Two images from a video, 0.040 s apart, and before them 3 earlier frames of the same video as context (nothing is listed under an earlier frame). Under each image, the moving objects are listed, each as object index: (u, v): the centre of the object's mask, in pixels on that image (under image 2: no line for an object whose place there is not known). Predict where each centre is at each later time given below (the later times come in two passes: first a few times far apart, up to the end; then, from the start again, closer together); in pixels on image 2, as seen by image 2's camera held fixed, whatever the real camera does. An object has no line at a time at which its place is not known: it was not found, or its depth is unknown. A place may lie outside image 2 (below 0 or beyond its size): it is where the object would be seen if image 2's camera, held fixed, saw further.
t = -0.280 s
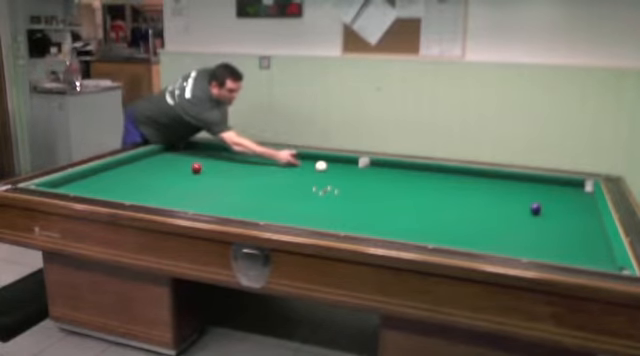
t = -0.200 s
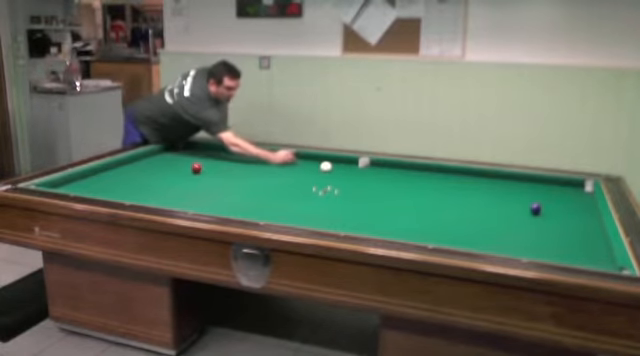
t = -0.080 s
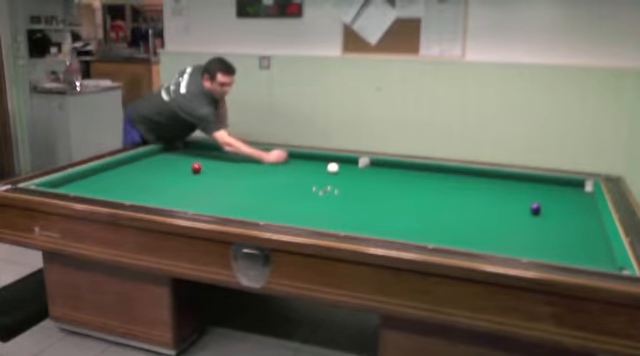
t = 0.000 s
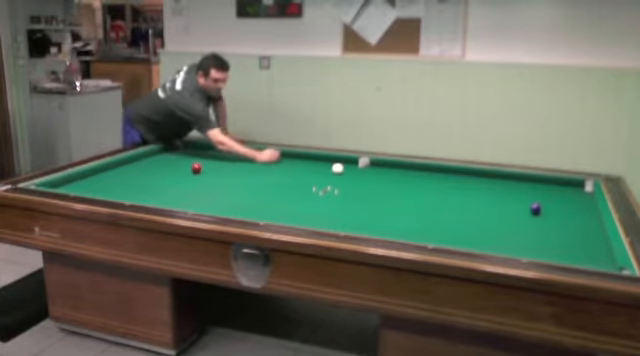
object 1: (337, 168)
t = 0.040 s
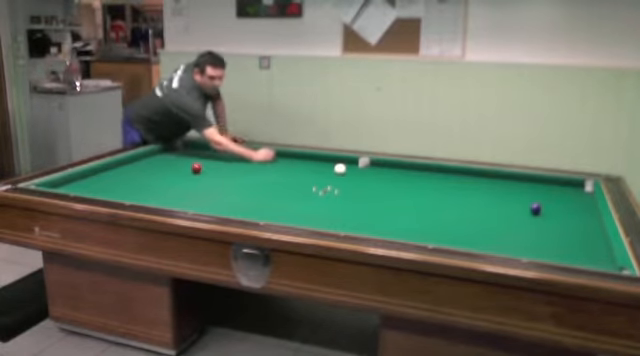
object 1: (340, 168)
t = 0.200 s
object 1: (349, 170)
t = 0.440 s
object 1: (363, 172)
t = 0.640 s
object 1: (375, 174)
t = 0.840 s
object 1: (386, 176)
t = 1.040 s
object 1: (398, 178)
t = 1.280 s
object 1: (412, 180)
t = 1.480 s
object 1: (423, 182)
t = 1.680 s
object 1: (435, 183)
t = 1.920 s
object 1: (448, 186)
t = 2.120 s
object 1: (459, 187)
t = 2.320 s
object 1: (469, 189)
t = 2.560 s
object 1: (482, 191)
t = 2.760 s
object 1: (492, 193)
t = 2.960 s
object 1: (503, 195)
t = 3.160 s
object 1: (513, 197)
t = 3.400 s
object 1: (524, 199)
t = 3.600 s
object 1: (533, 200)
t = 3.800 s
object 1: (543, 201)
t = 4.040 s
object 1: (554, 204)
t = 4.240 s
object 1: (563, 205)
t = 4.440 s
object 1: (571, 207)
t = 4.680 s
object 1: (582, 208)
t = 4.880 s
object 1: (589, 210)
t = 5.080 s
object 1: (590, 210)
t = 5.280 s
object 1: (587, 210)
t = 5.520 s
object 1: (583, 210)
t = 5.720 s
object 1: (580, 210)
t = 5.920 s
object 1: (577, 209)
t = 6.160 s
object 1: (574, 209)
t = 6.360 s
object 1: (572, 209)
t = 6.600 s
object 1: (570, 209)
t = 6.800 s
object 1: (569, 209)
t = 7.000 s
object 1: (568, 209)
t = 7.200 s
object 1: (567, 209)
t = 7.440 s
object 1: (567, 209)
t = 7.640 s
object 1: (567, 209)
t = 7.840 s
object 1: (567, 209)
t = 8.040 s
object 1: (567, 209)
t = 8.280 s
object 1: (567, 209)
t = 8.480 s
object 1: (567, 209)
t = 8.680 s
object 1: (567, 209)
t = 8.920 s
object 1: (567, 209)
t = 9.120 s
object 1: (567, 209)
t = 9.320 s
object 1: (567, 209)
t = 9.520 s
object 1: (567, 209)
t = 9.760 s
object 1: (567, 209)
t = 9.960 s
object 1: (567, 209)
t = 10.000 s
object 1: (567, 209)
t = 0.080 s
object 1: (342, 169)
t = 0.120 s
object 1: (344, 169)
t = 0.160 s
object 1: (347, 169)
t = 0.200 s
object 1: (349, 170)
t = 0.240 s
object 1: (351, 170)
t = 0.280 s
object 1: (354, 171)
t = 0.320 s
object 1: (356, 171)
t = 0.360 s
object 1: (358, 172)
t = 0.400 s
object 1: (361, 172)
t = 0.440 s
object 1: (363, 172)
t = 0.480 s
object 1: (366, 173)
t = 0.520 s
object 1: (368, 173)
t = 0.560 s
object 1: (370, 173)
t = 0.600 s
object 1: (373, 174)
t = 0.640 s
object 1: (375, 174)
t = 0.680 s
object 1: (377, 174)
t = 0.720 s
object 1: (379, 175)
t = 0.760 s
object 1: (382, 175)
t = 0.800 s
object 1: (384, 176)
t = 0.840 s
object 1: (386, 176)
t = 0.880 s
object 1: (389, 176)
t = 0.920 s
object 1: (391, 176)
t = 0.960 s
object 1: (393, 177)
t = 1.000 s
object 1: (396, 177)
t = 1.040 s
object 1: (398, 178)
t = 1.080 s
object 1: (400, 178)
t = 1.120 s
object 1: (403, 178)
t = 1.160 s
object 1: (405, 179)
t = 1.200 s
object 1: (407, 179)
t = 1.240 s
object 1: (410, 179)
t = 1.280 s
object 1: (412, 180)
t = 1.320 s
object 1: (414, 180)
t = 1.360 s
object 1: (416, 180)
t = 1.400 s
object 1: (419, 181)
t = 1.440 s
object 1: (421, 181)
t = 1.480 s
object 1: (423, 182)
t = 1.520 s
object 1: (425, 182)
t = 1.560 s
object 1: (428, 182)
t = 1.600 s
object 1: (430, 183)
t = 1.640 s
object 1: (432, 183)
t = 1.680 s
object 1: (435, 183)
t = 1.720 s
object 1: (437, 184)
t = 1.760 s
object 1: (439, 184)
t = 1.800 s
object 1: (441, 185)
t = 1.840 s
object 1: (443, 185)
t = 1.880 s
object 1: (446, 185)
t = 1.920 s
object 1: (448, 186)
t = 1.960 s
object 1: (450, 186)
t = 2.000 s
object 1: (452, 186)
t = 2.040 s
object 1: (454, 187)
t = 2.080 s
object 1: (457, 187)
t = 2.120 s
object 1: (459, 187)
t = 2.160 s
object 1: (461, 188)
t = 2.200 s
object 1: (463, 188)
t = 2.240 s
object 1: (465, 188)
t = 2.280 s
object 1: (467, 189)
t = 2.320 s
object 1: (469, 189)
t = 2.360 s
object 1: (471, 190)
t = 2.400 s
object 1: (474, 190)
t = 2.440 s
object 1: (475, 190)
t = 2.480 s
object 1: (477, 191)
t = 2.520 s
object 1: (480, 191)
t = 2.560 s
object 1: (482, 191)
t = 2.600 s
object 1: (484, 192)
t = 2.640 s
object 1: (486, 192)
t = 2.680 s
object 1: (488, 193)
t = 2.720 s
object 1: (490, 193)
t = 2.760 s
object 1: (492, 193)
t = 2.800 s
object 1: (494, 194)
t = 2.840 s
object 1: (496, 194)
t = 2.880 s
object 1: (498, 195)
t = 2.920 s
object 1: (500, 195)
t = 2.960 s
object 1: (503, 195)
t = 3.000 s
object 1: (504, 196)
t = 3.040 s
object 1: (506, 196)
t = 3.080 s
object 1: (509, 196)
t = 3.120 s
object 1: (510, 196)
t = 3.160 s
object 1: (513, 197)
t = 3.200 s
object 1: (514, 197)
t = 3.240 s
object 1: (516, 198)
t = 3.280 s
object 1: (518, 198)
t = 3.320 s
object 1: (520, 198)
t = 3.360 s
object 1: (522, 199)
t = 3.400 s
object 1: (524, 199)
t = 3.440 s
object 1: (526, 199)
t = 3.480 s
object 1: (528, 199)
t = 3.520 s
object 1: (530, 199)
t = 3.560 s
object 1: (532, 200)
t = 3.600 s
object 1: (533, 200)
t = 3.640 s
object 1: (535, 200)
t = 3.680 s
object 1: (538, 200)
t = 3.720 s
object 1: (540, 201)
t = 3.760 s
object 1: (541, 201)
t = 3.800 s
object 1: (543, 201)
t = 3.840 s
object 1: (545, 202)
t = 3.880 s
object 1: (547, 202)
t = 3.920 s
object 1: (549, 203)
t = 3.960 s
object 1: (550, 203)
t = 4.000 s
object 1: (552, 203)
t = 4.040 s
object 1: (554, 204)
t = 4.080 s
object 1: (556, 204)
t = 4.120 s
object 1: (558, 204)
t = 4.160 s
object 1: (559, 205)
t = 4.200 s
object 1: (561, 205)
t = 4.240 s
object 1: (563, 205)
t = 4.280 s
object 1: (564, 206)
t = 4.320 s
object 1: (566, 206)
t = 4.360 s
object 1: (568, 206)
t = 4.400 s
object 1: (570, 206)
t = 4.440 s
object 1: (571, 207)
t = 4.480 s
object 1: (573, 207)
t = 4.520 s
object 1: (574, 207)
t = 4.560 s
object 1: (576, 208)
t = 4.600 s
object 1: (578, 208)
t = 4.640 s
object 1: (580, 208)
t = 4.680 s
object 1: (582, 208)
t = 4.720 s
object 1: (583, 209)
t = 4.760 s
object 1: (584, 209)
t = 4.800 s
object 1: (586, 209)
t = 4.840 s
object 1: (588, 209)
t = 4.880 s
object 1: (589, 210)
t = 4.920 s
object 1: (591, 210)
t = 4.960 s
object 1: (592, 210)
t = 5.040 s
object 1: (591, 210)
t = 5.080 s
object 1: (590, 210)
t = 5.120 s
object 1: (590, 210)
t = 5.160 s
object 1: (589, 210)
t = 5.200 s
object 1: (588, 210)
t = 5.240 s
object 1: (587, 210)
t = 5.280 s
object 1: (587, 210)
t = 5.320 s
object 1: (586, 210)
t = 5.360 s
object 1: (585, 210)
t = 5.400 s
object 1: (585, 210)
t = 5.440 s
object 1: (584, 210)
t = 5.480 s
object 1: (583, 210)
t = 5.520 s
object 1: (583, 210)
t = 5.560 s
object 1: (582, 210)
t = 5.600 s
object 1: (581, 210)
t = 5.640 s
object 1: (581, 210)
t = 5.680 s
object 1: (580, 210)
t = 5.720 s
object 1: (580, 210)
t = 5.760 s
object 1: (579, 209)
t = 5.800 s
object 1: (579, 209)
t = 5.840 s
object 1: (578, 209)
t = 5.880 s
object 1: (578, 209)
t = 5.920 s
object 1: (577, 209)
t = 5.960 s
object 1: (577, 209)
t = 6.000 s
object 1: (576, 209)
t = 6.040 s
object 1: (575, 209)
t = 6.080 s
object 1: (575, 209)
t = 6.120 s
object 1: (575, 209)
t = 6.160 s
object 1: (574, 209)
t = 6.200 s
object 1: (574, 209)
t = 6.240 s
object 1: (573, 209)
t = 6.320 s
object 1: (572, 209)
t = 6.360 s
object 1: (572, 209)
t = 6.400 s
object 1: (572, 209)
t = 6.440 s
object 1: (571, 209)
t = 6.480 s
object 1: (571, 209)
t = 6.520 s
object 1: (571, 209)
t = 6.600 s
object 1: (570, 209)
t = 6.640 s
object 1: (570, 209)
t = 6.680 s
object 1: (569, 209)
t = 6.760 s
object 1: (569, 209)
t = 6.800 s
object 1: (569, 209)
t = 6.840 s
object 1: (569, 209)
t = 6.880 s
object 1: (569, 209)
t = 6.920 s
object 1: (568, 209)
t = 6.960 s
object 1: (568, 209)
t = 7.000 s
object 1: (568, 209)
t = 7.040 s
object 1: (568, 209)
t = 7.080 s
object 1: (568, 209)
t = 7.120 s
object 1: (568, 209)
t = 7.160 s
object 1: (568, 209)
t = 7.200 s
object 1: (567, 209)
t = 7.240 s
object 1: (567, 209)
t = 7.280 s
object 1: (567, 209)
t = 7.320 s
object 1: (567, 209)
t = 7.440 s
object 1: (567, 209)
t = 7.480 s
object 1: (567, 209)
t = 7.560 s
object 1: (567, 209)
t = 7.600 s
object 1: (567, 209)
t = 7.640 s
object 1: (567, 209)
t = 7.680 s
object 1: (567, 209)
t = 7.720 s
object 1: (567, 209)
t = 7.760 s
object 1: (567, 209)
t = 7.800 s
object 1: (567, 209)
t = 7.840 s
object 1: (567, 209)
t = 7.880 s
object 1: (567, 209)
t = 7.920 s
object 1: (567, 209)
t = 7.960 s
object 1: (567, 209)
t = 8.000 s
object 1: (567, 209)
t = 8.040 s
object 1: (567, 209)
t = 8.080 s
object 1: (567, 209)
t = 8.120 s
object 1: (567, 209)
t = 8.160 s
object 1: (567, 209)
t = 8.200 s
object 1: (567, 209)
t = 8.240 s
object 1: (567, 209)
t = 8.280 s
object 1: (567, 209)
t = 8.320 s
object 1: (567, 209)
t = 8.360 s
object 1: (567, 209)
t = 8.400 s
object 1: (567, 209)
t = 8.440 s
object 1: (567, 209)
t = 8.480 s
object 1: (567, 209)
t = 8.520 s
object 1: (567, 209)
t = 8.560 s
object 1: (567, 209)
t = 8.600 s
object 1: (567, 209)
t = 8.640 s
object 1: (567, 209)
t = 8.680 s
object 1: (567, 209)
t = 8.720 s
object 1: (567, 209)
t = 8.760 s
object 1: (567, 209)
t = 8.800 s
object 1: (567, 209)
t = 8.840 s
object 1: (567, 209)
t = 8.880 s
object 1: (567, 209)
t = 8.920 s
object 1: (567, 209)
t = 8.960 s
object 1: (567, 209)
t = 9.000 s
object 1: (567, 209)
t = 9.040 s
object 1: (567, 209)
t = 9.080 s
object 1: (567, 209)
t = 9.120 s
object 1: (567, 209)
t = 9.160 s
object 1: (567, 209)
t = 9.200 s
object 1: (567, 209)
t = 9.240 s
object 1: (567, 209)
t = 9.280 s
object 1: (567, 209)
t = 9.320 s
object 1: (567, 209)
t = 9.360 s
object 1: (567, 209)
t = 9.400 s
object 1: (567, 209)
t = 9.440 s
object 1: (567, 209)
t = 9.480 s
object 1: (567, 209)
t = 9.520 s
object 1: (567, 209)
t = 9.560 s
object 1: (567, 209)
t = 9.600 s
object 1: (567, 209)
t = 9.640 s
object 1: (567, 209)
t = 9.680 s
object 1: (567, 209)
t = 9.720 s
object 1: (567, 209)
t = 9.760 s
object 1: (567, 209)
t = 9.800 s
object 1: (567, 209)
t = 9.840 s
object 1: (567, 209)
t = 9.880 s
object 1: (567, 209)
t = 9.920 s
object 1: (567, 209)
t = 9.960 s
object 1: (567, 209)
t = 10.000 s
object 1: (567, 209)
